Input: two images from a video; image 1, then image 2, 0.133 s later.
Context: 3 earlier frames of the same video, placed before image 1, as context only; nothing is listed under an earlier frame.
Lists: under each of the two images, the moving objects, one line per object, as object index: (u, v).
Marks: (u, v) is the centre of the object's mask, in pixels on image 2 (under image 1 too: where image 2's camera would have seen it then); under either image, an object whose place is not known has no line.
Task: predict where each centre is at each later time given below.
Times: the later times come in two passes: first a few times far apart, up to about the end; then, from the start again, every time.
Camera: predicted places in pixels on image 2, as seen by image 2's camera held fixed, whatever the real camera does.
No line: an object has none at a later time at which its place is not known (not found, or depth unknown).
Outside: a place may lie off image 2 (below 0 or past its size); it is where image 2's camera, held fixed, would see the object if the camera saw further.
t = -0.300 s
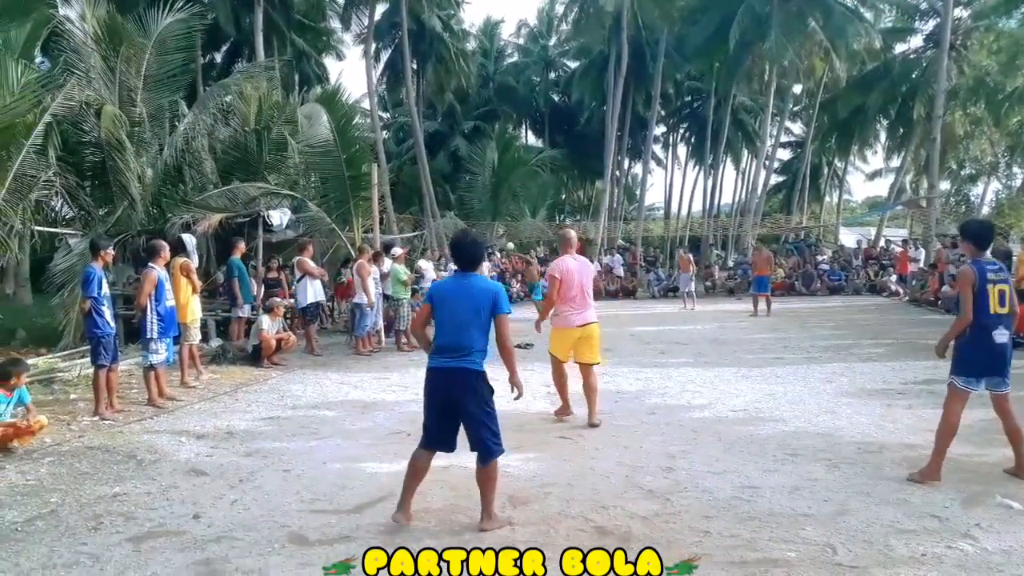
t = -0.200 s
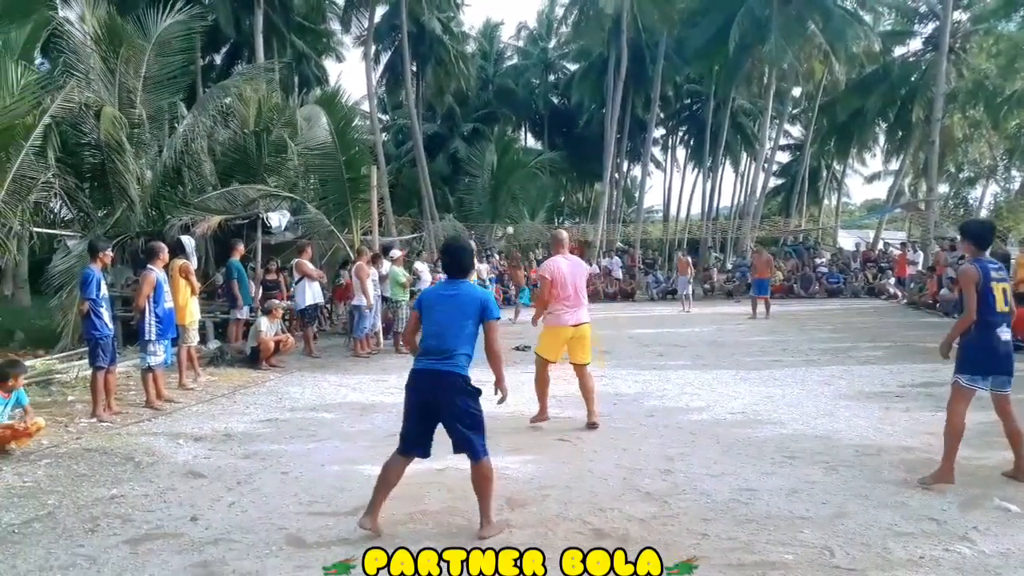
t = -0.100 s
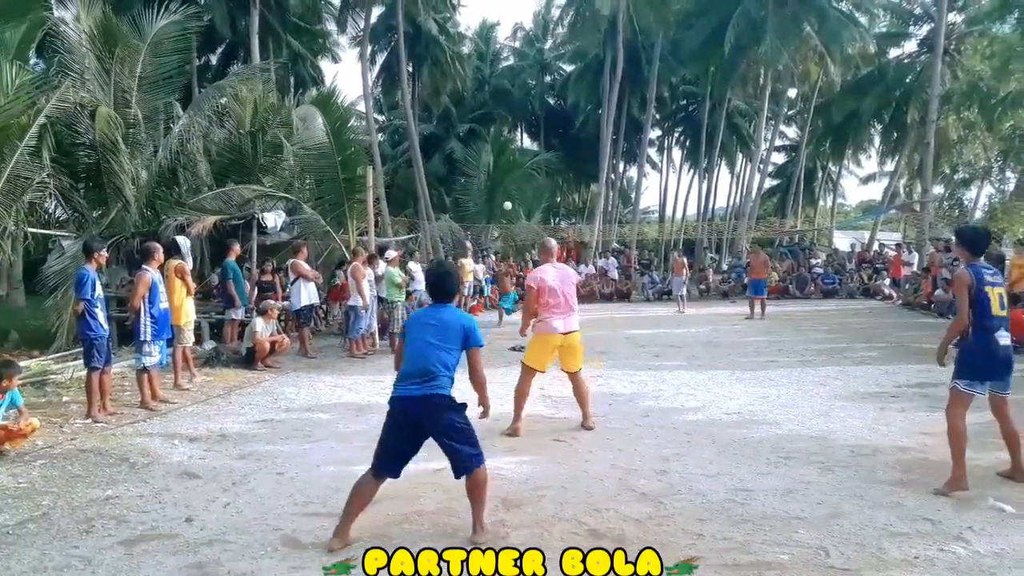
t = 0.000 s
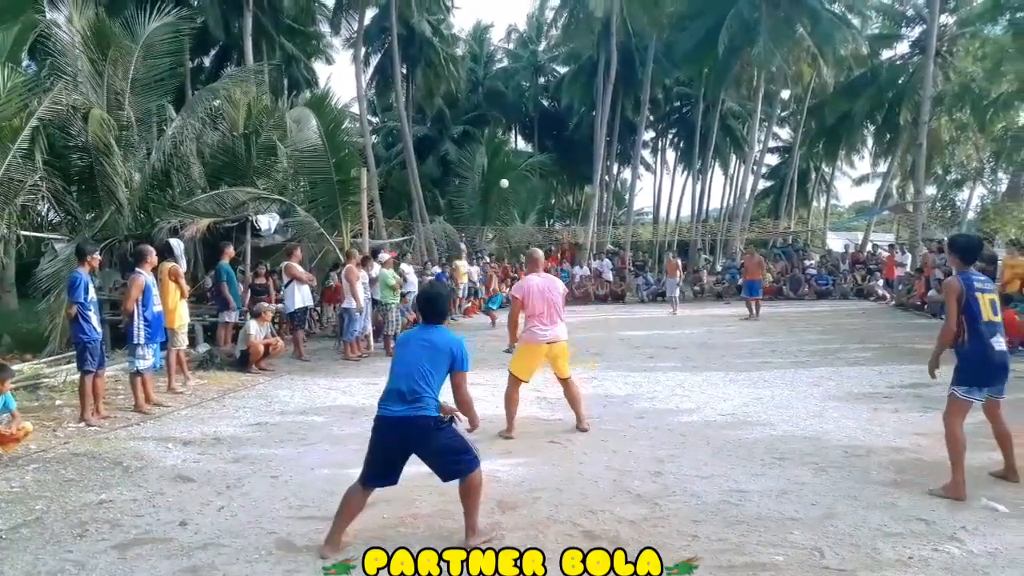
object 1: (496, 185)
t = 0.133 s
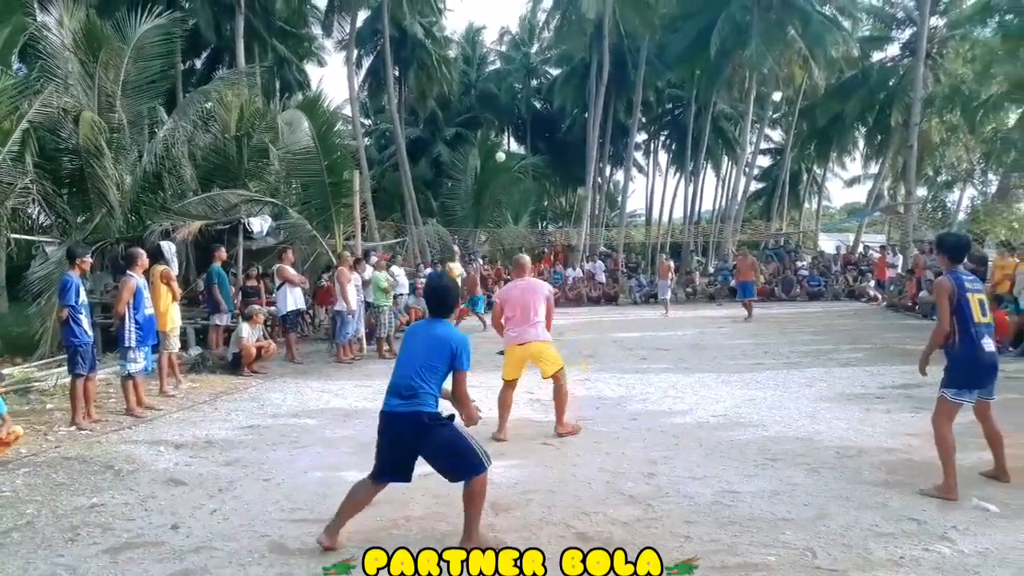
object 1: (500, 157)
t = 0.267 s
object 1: (505, 132)
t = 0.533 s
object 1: (523, 110)
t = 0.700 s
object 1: (546, 129)
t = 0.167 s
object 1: (501, 150)
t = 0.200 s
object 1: (502, 144)
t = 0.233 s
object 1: (504, 137)
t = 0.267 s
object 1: (505, 132)
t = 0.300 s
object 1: (506, 127)
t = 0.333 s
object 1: (508, 122)
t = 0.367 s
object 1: (510, 119)
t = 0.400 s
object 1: (512, 115)
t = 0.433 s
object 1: (515, 112)
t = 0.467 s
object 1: (517, 110)
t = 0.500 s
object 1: (520, 109)
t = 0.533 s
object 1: (523, 110)
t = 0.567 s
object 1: (527, 111)
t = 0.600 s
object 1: (531, 113)
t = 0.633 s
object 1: (535, 117)
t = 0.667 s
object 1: (540, 122)
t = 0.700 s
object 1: (546, 129)
